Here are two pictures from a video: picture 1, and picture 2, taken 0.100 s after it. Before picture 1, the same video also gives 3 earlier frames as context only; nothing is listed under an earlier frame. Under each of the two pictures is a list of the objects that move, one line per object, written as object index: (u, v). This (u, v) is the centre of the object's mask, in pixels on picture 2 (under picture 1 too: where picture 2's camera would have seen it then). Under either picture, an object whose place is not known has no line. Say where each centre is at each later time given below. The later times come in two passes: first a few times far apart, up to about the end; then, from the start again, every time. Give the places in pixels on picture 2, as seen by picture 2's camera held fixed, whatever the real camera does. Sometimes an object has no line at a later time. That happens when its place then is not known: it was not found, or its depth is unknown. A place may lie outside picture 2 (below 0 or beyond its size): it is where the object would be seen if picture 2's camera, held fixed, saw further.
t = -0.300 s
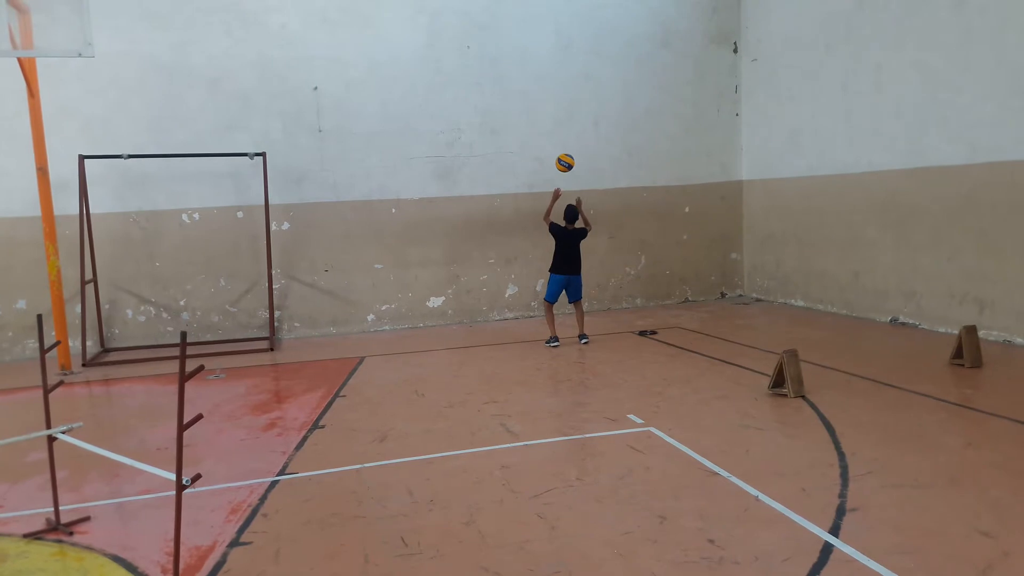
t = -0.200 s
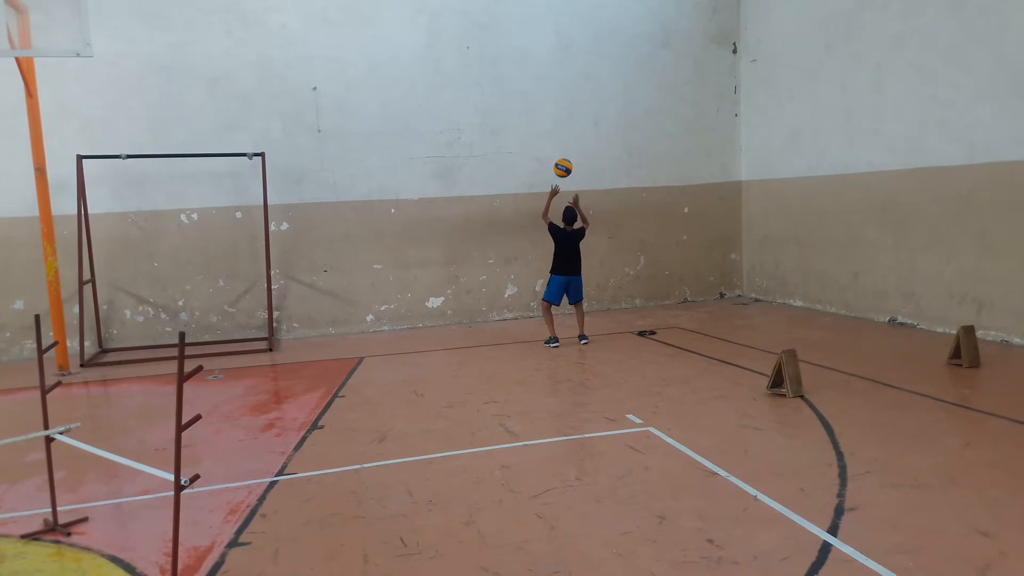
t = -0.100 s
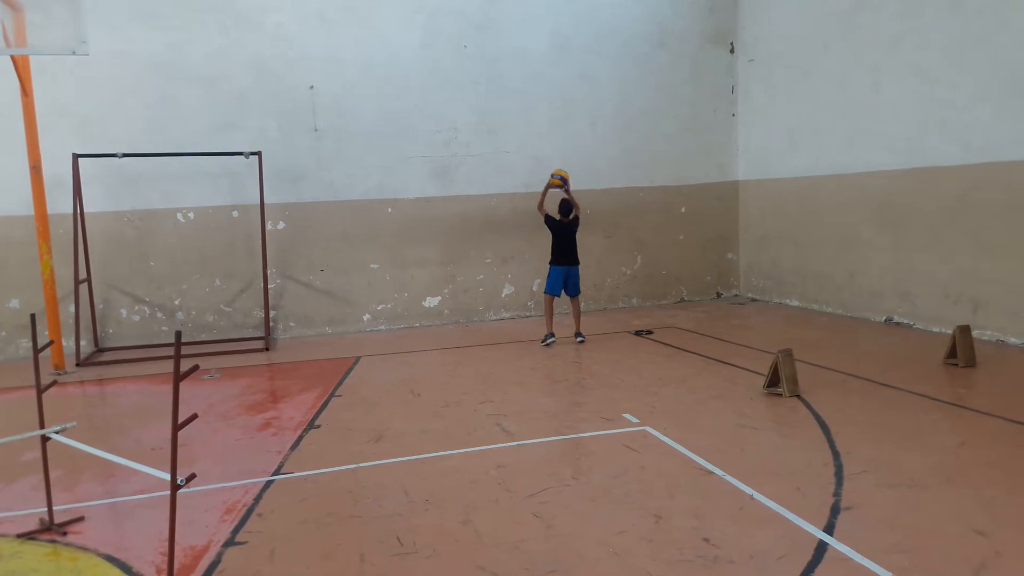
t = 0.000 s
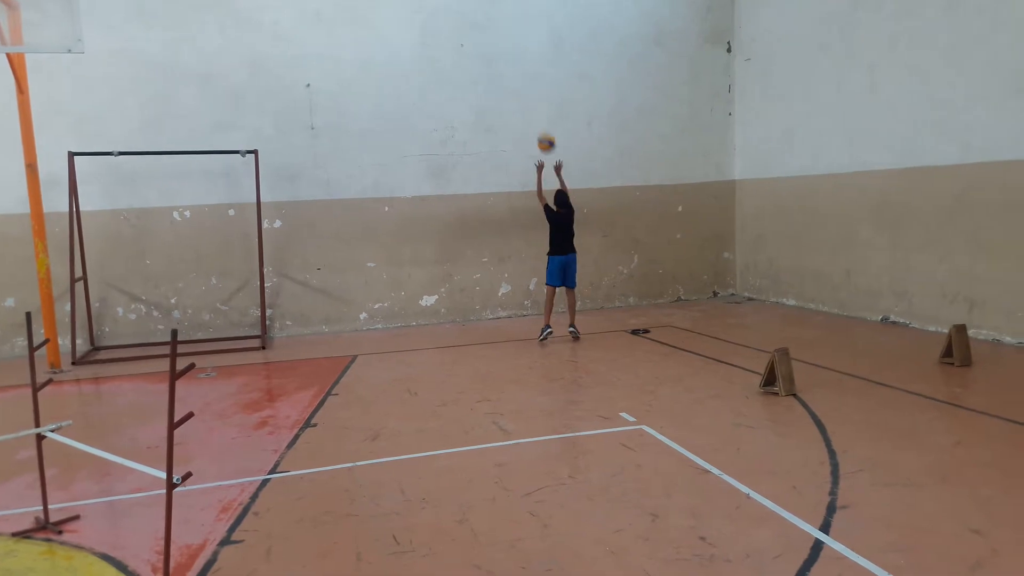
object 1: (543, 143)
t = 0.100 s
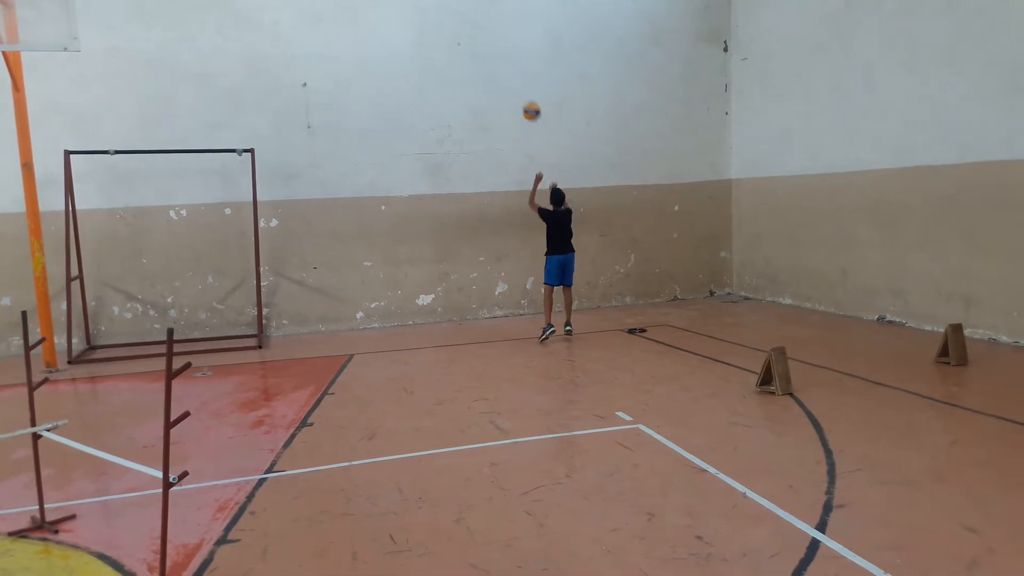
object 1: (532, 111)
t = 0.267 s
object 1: (513, 82)
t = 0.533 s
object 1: (491, 85)
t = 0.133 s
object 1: (528, 103)
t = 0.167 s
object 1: (524, 96)
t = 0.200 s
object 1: (521, 90)
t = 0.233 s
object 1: (517, 85)
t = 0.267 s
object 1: (513, 82)
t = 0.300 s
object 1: (510, 79)
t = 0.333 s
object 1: (507, 77)
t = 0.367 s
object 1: (504, 76)
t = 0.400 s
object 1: (501, 76)
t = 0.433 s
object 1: (498, 77)
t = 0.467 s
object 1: (496, 79)
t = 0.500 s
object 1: (494, 82)
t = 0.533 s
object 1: (491, 85)
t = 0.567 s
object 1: (489, 90)
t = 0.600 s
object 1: (486, 95)
